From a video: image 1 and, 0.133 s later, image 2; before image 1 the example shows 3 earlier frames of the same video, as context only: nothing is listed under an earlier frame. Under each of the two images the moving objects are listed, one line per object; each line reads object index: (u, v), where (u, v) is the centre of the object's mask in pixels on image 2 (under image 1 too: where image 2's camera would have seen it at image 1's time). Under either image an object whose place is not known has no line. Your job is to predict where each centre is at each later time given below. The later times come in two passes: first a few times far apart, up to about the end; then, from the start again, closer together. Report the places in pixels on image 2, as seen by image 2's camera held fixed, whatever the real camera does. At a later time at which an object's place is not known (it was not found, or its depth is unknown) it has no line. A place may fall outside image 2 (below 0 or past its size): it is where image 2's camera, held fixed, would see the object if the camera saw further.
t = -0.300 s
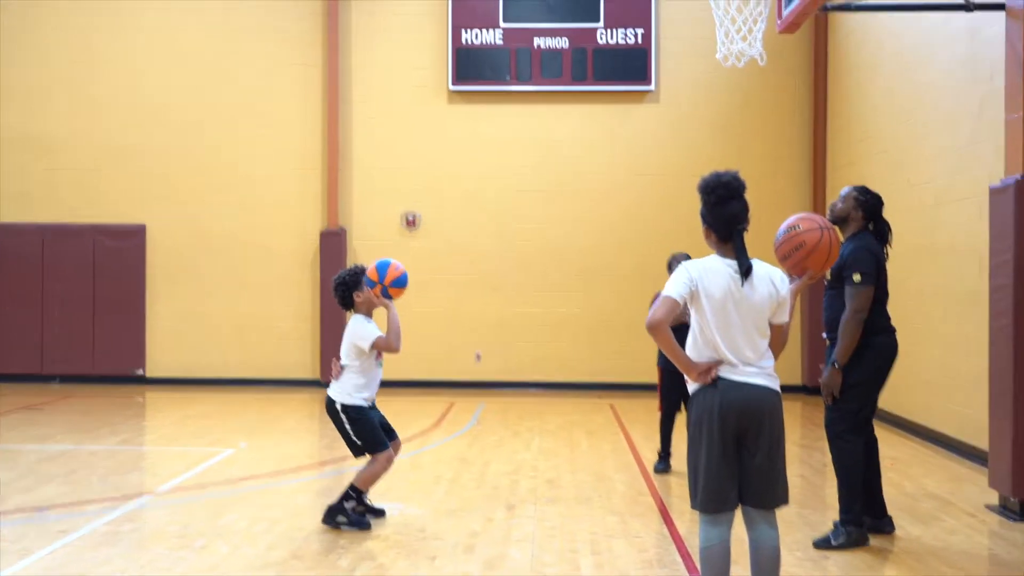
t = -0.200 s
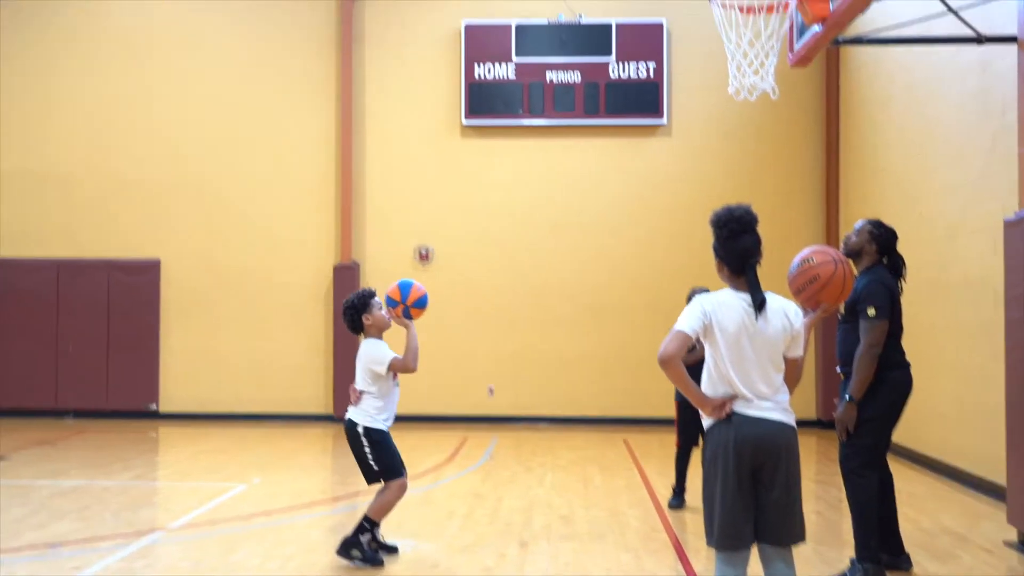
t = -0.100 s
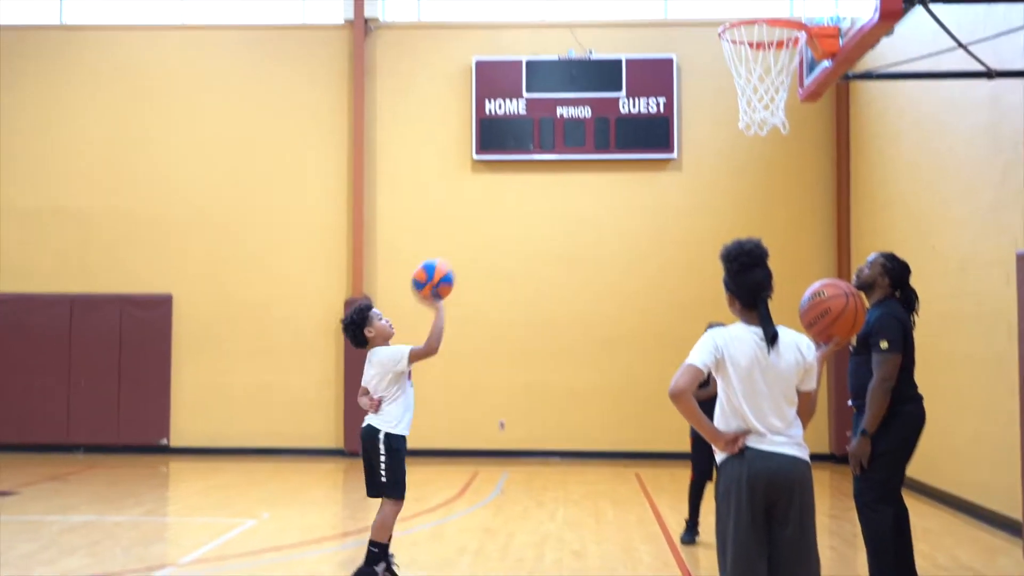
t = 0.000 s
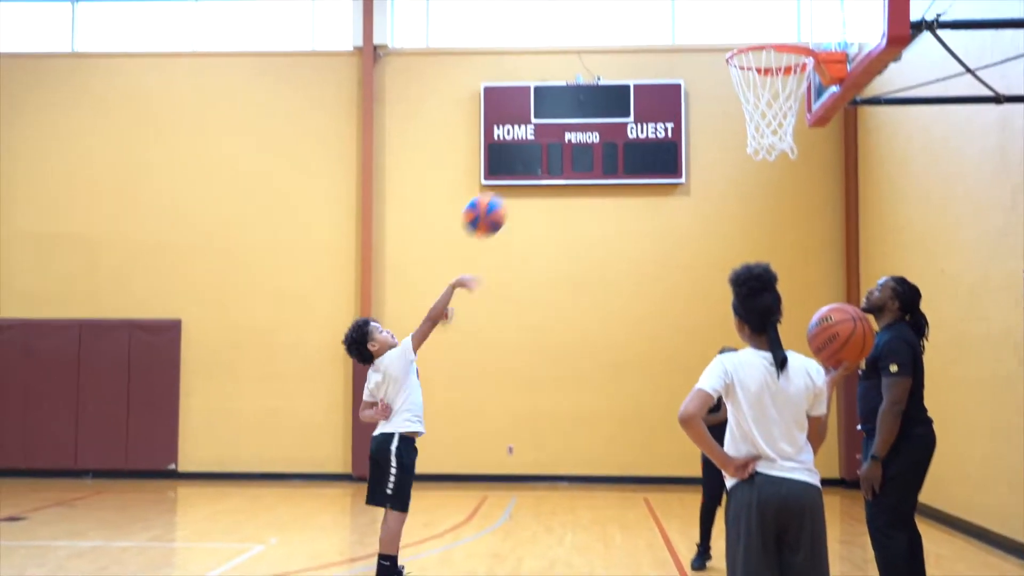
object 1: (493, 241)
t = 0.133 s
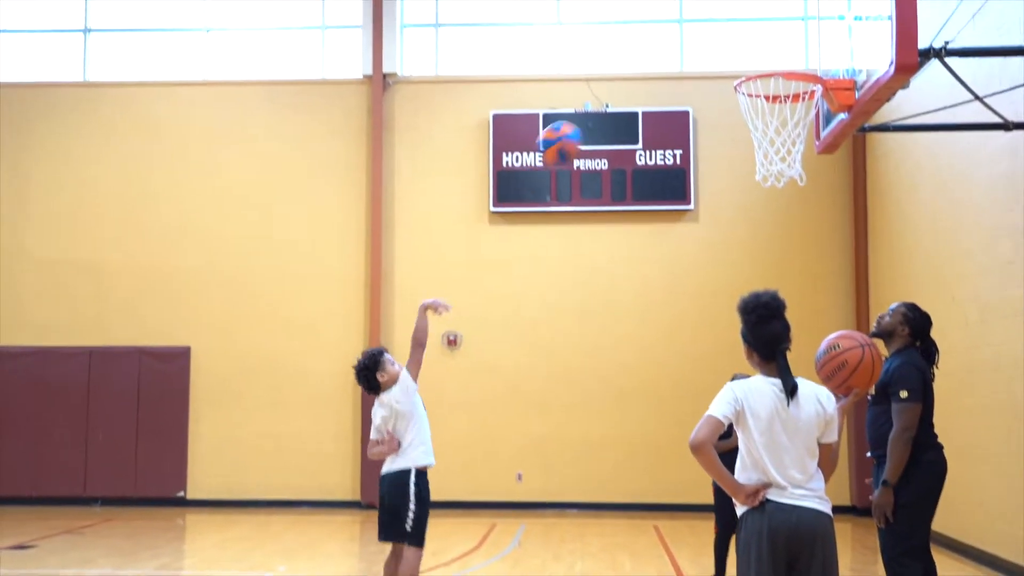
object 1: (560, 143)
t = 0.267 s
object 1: (625, 78)
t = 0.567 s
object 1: (770, 38)
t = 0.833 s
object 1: (810, 44)
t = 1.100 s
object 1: (763, 97)
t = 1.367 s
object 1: (769, 218)
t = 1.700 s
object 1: (681, 463)
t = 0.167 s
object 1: (576, 124)
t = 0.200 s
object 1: (593, 106)
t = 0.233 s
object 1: (609, 91)
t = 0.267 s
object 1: (625, 78)
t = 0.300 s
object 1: (641, 66)
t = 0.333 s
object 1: (657, 55)
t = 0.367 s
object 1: (673, 47)
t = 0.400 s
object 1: (689, 41)
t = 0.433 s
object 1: (706, 36)
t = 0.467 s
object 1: (722, 34)
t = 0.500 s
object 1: (738, 33)
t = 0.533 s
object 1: (754, 34)
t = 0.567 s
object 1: (770, 38)
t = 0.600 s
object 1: (786, 43)
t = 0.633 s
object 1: (803, 51)
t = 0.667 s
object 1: (819, 59)
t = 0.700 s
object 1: (831, 62)
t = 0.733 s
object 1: (828, 56)
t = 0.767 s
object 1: (822, 50)
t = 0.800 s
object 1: (816, 46)
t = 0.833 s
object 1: (810, 44)
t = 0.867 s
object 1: (804, 44)
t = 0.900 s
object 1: (798, 46)
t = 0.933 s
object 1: (792, 50)
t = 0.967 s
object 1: (786, 55)
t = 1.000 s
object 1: (779, 60)
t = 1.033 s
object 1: (773, 74)
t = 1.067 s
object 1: (767, 86)
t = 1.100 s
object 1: (763, 97)
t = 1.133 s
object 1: (760, 110)
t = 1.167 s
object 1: (759, 124)
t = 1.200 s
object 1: (759, 138)
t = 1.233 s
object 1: (761, 151)
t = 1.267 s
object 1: (762, 164)
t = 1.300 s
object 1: (765, 181)
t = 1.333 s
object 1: (767, 198)
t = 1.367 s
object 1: (769, 218)
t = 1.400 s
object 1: (771, 240)
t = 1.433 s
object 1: (773, 265)
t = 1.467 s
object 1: (777, 284)
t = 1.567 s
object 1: (744, 364)
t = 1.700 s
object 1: (681, 463)
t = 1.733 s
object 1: (675, 491)
